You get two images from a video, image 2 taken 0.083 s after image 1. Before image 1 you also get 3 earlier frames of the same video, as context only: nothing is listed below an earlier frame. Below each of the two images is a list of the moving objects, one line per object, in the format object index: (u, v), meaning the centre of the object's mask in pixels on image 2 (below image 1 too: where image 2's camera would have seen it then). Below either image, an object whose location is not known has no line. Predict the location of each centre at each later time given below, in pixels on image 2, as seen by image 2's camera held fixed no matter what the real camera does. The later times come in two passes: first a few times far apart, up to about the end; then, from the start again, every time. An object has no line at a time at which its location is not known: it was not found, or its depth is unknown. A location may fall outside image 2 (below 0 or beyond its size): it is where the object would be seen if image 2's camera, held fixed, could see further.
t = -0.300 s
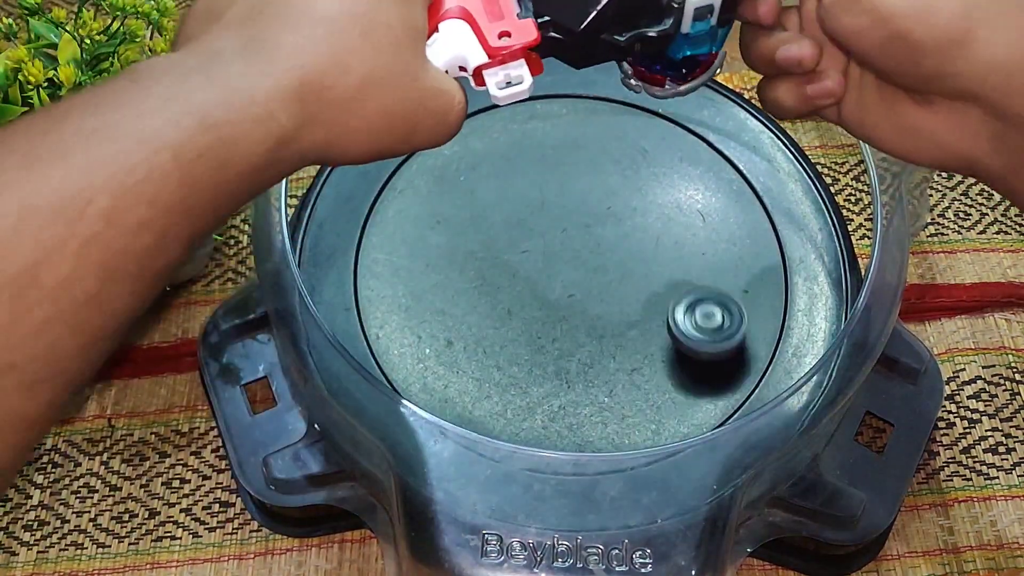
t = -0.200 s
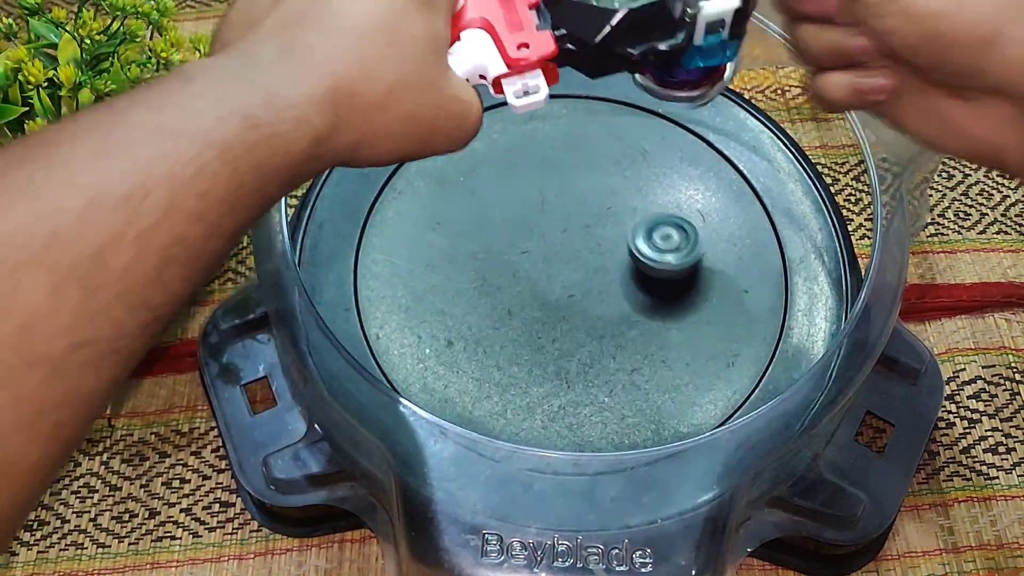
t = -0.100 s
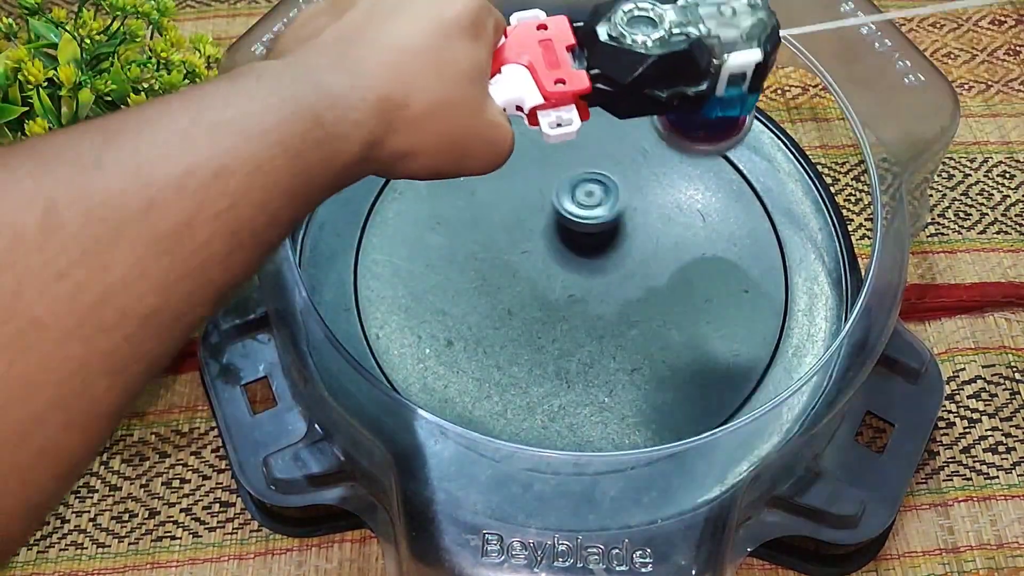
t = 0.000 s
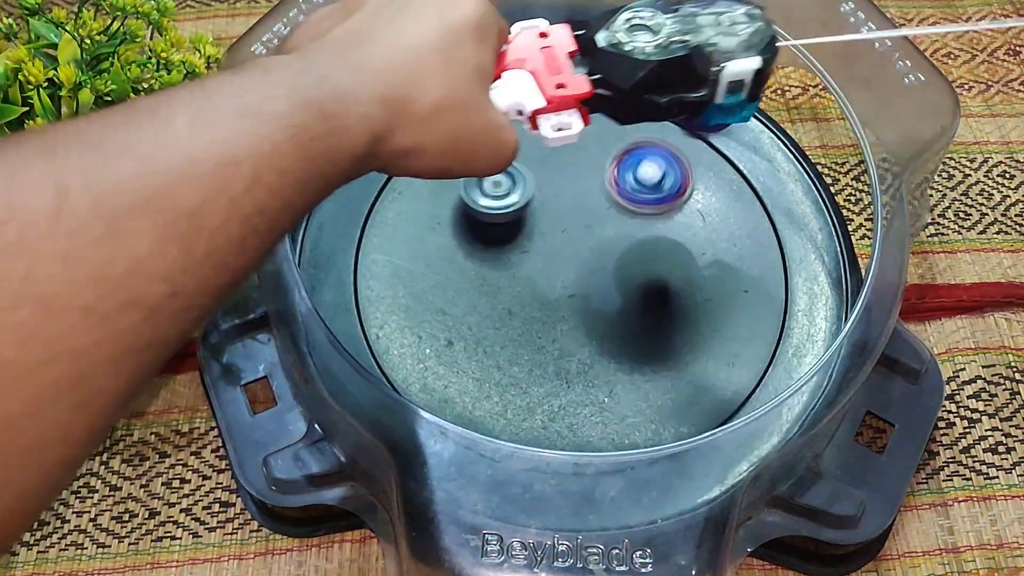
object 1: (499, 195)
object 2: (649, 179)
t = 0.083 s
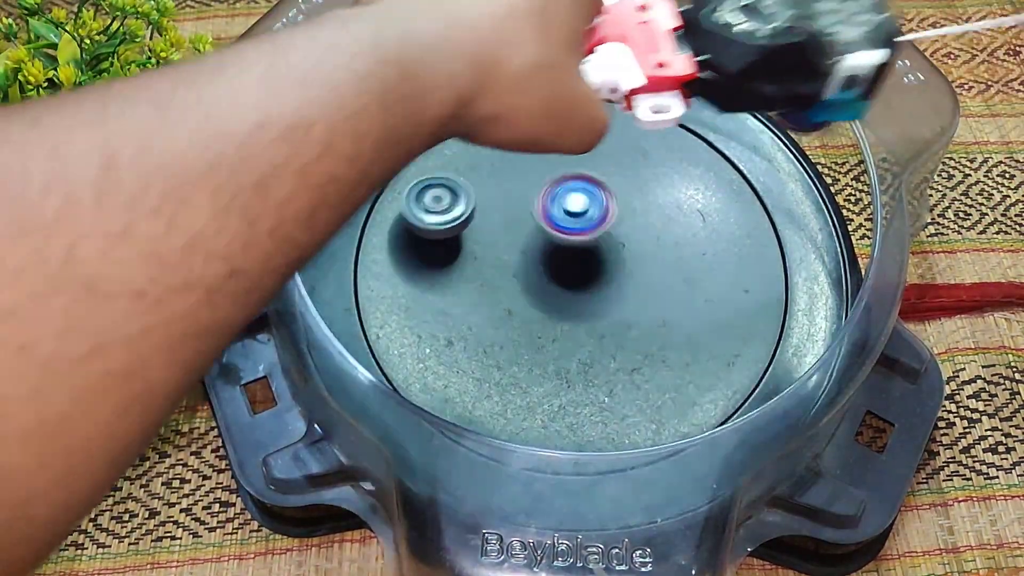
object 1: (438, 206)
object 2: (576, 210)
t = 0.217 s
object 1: (388, 279)
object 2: (447, 223)
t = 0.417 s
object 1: (487, 410)
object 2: (406, 338)
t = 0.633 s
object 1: (658, 338)
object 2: (557, 441)
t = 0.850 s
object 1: (612, 199)
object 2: (705, 354)
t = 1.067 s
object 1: (446, 180)
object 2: (655, 211)
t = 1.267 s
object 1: (409, 308)
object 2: (511, 177)
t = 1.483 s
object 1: (585, 365)
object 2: (409, 277)
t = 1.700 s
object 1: (655, 251)
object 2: (497, 396)
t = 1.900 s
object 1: (563, 148)
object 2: (641, 359)
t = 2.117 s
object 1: (452, 214)
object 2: (646, 222)
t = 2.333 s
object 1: (522, 341)
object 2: (516, 171)
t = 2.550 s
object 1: (653, 303)
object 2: (432, 261)
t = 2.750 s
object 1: (659, 212)
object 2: (511, 357)
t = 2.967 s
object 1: (534, 182)
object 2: (643, 313)
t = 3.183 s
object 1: (486, 290)
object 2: (628, 196)
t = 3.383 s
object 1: (599, 355)
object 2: (516, 176)
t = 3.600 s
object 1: (687, 269)
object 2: (468, 281)
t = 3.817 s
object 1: (604, 203)
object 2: (580, 348)
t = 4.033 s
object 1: (494, 262)
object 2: (674, 269)
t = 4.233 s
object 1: (525, 349)
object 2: (615, 187)
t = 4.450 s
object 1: (655, 348)
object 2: (508, 225)
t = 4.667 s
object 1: (649, 232)
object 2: (525, 333)
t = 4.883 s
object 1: (499, 227)
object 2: (648, 335)
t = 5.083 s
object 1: (466, 347)
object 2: (668, 246)
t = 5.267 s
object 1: (581, 402)
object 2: (577, 209)
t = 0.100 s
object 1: (428, 214)
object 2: (558, 206)
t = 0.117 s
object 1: (420, 223)
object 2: (539, 206)
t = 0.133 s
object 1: (412, 230)
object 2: (520, 207)
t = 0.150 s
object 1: (404, 238)
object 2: (502, 212)
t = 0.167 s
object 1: (399, 246)
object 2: (487, 212)
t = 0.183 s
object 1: (394, 258)
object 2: (473, 214)
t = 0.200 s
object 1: (390, 269)
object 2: (459, 219)
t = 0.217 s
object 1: (388, 279)
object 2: (447, 223)
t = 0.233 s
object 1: (389, 292)
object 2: (437, 228)
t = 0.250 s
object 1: (389, 305)
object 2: (428, 233)
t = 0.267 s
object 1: (391, 318)
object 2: (420, 240)
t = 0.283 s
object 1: (394, 332)
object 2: (413, 248)
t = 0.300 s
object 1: (398, 346)
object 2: (408, 257)
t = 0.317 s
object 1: (405, 357)
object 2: (404, 267)
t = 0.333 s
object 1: (414, 368)
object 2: (402, 278)
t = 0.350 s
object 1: (426, 378)
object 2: (400, 289)
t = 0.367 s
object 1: (440, 387)
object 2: (400, 301)
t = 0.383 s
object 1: (455, 397)
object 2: (401, 314)
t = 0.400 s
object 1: (470, 404)
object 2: (403, 326)
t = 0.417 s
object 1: (487, 410)
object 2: (406, 338)
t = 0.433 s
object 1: (504, 415)
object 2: (412, 350)
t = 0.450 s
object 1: (521, 417)
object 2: (419, 360)
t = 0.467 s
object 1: (539, 419)
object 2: (427, 369)
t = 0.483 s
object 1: (553, 419)
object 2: (437, 378)
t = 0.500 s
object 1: (570, 417)
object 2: (447, 387)
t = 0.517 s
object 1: (586, 412)
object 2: (459, 394)
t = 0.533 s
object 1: (600, 409)
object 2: (472, 402)
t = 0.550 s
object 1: (613, 398)
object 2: (485, 408)
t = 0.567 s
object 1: (625, 388)
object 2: (498, 413)
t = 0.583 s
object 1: (637, 377)
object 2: (510, 432)
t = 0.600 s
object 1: (645, 367)
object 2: (526, 437)
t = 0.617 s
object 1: (652, 352)
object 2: (541, 440)
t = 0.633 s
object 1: (658, 338)
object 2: (557, 441)
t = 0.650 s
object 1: (661, 327)
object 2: (573, 440)
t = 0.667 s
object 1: (663, 313)
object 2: (588, 427)
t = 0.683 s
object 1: (665, 298)
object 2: (602, 425)
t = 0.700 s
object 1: (665, 287)
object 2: (617, 423)
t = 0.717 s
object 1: (662, 275)
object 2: (631, 419)
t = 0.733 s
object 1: (659, 264)
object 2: (643, 415)
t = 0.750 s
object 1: (655, 253)
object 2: (655, 410)
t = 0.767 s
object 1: (650, 243)
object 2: (667, 404)
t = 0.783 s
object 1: (642, 231)
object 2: (677, 396)
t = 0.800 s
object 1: (636, 222)
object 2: (686, 387)
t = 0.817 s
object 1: (630, 215)
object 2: (694, 376)
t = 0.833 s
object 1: (620, 206)
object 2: (700, 365)
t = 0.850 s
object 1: (612, 199)
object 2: (705, 354)
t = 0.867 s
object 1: (602, 192)
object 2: (708, 341)
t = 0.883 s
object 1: (589, 186)
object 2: (709, 330)
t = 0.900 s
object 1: (578, 180)
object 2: (710, 317)
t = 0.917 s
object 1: (566, 176)
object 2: (709, 304)
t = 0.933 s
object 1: (553, 171)
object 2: (708, 293)
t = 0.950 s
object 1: (539, 168)
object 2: (705, 280)
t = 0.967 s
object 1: (526, 165)
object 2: (700, 269)
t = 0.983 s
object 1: (512, 165)
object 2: (695, 258)
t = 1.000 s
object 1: (497, 166)
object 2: (689, 246)
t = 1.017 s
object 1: (485, 166)
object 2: (682, 236)
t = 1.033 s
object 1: (473, 171)
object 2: (673, 227)
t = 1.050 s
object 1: (459, 175)
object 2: (664, 218)
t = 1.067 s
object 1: (446, 180)
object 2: (655, 211)
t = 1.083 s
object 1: (436, 187)
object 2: (645, 203)
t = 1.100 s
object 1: (425, 193)
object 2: (633, 197)
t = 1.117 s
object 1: (417, 202)
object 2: (622, 191)
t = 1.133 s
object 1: (411, 211)
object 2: (610, 185)
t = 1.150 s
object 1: (405, 224)
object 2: (597, 180)
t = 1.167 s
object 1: (400, 234)
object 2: (585, 177)
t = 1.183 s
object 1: (398, 247)
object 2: (573, 174)
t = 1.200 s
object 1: (395, 261)
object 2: (559, 172)
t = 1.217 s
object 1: (395, 272)
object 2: (547, 172)
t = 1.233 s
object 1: (398, 283)
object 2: (535, 173)
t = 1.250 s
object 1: (403, 298)
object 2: (522, 174)
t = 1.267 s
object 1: (409, 308)
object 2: (511, 177)
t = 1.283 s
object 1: (417, 319)
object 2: (500, 180)
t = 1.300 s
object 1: (426, 331)
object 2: (488, 185)
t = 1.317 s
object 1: (436, 339)
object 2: (477, 189)
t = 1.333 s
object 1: (448, 348)
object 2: (467, 195)
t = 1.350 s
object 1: (460, 355)
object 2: (457, 202)
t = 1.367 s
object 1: (475, 362)
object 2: (447, 209)
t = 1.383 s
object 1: (491, 367)
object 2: (439, 217)
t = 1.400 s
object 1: (507, 370)
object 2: (431, 226)
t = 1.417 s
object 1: (524, 373)
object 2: (424, 235)
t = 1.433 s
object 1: (540, 373)
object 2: (418, 245)
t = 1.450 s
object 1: (556, 371)
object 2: (414, 255)
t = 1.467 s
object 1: (571, 369)
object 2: (410, 266)
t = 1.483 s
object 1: (585, 365)
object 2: (409, 277)
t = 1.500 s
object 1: (597, 359)
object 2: (408, 288)
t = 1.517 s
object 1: (610, 354)
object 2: (409, 299)
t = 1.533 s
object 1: (620, 348)
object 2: (411, 310)
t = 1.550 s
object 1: (627, 340)
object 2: (414, 321)
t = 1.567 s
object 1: (636, 331)
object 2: (419, 332)
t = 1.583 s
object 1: (642, 322)
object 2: (425, 343)
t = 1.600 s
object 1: (646, 314)
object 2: (432, 353)
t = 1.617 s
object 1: (651, 301)
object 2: (441, 364)
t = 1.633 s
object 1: (654, 291)
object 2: (450, 373)
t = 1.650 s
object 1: (656, 282)
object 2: (461, 380)
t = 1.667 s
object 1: (656, 272)
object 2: (473, 386)
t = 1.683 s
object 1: (657, 262)
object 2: (485, 392)
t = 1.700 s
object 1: (655, 251)
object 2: (497, 396)
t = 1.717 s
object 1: (652, 240)
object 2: (510, 399)
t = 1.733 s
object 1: (647, 228)
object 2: (523, 402)
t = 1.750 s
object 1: (643, 218)
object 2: (537, 403)
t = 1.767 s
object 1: (638, 208)
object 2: (551, 403)
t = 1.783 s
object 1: (630, 198)
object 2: (564, 402)
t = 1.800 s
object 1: (622, 186)
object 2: (577, 399)
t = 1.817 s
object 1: (614, 178)
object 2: (590, 394)
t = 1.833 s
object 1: (605, 170)
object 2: (601, 389)
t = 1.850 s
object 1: (594, 162)
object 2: (613, 383)
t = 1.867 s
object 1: (584, 156)
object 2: (623, 375)
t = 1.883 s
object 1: (574, 152)
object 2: (633, 367)
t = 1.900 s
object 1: (563, 148)
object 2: (641, 359)
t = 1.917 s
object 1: (551, 145)
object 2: (649, 349)
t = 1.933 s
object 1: (541, 144)
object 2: (655, 339)
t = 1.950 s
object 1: (530, 146)
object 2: (660, 328)
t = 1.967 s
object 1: (518, 147)
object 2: (664, 317)
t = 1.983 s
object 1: (507, 150)
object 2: (667, 307)
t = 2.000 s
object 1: (496, 156)
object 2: (668, 296)
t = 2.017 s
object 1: (487, 162)
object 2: (669, 284)
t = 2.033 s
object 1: (478, 169)
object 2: (668, 273)
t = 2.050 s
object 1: (471, 176)
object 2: (665, 262)
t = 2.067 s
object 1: (464, 187)
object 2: (662, 251)
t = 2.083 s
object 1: (459, 195)
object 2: (658, 241)
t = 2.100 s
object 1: (455, 204)
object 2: (653, 231)
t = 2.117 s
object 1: (452, 214)
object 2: (646, 222)
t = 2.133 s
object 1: (450, 225)
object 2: (639, 213)
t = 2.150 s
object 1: (449, 234)
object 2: (631, 205)
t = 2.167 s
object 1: (450, 246)
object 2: (622, 198)
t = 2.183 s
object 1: (452, 258)
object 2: (613, 191)
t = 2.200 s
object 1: (454, 268)
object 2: (603, 185)
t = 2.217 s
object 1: (460, 280)
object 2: (593, 179)
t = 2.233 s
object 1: (466, 291)
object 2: (582, 174)
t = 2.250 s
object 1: (473, 302)
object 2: (571, 172)
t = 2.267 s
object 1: (482, 312)
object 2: (560, 169)
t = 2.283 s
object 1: (492, 320)
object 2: (549, 168)
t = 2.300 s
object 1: (502, 329)
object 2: (538, 168)
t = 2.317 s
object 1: (512, 336)
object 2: (527, 169)
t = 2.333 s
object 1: (522, 341)
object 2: (516, 171)
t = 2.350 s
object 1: (533, 345)
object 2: (506, 173)
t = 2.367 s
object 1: (544, 348)
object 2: (497, 178)
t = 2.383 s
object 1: (554, 350)
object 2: (488, 182)
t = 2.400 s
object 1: (564, 350)
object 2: (479, 187)
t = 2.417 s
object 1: (575, 348)
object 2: (470, 193)
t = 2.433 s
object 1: (585, 348)
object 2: (463, 199)
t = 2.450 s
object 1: (594, 344)
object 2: (456, 207)
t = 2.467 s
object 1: (605, 339)
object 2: (449, 215)
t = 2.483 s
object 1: (616, 333)
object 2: (443, 224)
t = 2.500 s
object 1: (626, 326)
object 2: (439, 232)
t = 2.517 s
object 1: (634, 320)
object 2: (436, 241)
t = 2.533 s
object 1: (643, 311)
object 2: (433, 250)
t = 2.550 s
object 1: (653, 303)
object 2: (432, 261)
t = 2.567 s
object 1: (660, 295)
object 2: (432, 271)
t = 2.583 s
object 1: (665, 288)
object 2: (434, 281)
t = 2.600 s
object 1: (669, 279)
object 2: (437, 291)
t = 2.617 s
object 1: (674, 271)
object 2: (441, 301)
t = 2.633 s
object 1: (676, 264)
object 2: (447, 311)
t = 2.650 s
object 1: (677, 256)
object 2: (453, 319)
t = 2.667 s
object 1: (678, 246)
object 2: (461, 328)
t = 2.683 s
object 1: (677, 241)
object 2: (470, 335)
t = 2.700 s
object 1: (675, 234)
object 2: (479, 342)
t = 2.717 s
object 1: (669, 226)
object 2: (490, 349)
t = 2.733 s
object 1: (665, 220)
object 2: (500, 353)
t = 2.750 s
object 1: (659, 212)
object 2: (511, 357)
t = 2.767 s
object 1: (651, 207)
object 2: (523, 360)
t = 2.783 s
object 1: (642, 200)
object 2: (535, 361)
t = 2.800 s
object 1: (634, 193)
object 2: (548, 362)
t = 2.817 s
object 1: (626, 189)
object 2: (559, 362)
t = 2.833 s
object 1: (617, 186)
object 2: (572, 360)
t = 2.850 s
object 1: (607, 183)
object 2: (583, 358)
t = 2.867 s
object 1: (597, 180)
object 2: (594, 354)
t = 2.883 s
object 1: (587, 177)
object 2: (604, 349)
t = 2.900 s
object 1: (576, 176)
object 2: (613, 344)
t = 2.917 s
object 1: (565, 175)
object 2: (622, 337)
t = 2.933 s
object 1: (554, 176)
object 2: (630, 329)
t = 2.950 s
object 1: (544, 179)
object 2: (637, 321)
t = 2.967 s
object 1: (534, 182)
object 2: (643, 313)
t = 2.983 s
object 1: (524, 187)
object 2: (648, 304)
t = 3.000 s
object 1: (515, 193)
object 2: (652, 295)
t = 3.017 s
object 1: (507, 200)
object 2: (655, 285)
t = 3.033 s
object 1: (500, 208)
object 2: (657, 275)
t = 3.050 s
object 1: (493, 216)
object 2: (658, 265)
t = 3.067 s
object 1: (488, 225)
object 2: (658, 255)
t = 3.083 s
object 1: (485, 236)
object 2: (657, 246)
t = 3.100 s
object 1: (481, 244)
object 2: (654, 236)
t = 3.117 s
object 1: (479, 255)
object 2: (650, 227)
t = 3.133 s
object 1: (479, 263)
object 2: (646, 219)
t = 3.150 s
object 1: (480, 272)
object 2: (641, 210)
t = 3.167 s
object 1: (482, 282)
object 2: (635, 202)
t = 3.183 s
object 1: (486, 290)
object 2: (628, 196)
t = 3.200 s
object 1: (492, 298)
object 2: (621, 189)
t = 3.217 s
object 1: (500, 307)
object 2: (612, 183)
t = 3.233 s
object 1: (507, 317)
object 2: (604, 178)
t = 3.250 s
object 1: (516, 325)
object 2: (594, 174)
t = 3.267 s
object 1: (525, 332)
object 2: (584, 171)
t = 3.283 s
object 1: (536, 341)
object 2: (575, 169)
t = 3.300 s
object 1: (546, 346)
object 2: (564, 168)
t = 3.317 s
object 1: (555, 350)
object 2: (554, 167)
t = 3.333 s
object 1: (566, 353)
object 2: (544, 168)
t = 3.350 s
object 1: (576, 354)
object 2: (534, 171)
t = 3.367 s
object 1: (587, 355)
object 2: (525, 173)
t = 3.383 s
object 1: (599, 355)
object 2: (516, 176)
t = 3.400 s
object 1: (611, 353)
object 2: (508, 181)
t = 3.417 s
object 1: (622, 351)
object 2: (500, 187)
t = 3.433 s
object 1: (632, 347)
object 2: (493, 193)
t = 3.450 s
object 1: (640, 344)
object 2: (486, 200)
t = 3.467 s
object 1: (649, 336)
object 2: (480, 208)
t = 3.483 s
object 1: (660, 328)
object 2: (474, 217)
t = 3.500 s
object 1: (668, 321)
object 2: (470, 225)
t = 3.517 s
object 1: (674, 313)
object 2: (466, 234)
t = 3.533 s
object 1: (679, 303)
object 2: (464, 244)
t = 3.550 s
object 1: (684, 293)
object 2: (463, 253)
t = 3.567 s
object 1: (687, 285)
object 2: (464, 262)
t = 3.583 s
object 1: (688, 277)
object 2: (465, 272)
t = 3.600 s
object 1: (687, 269)
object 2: (468, 281)
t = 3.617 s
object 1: (686, 260)
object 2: (472, 290)
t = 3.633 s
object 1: (685, 253)
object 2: (477, 299)
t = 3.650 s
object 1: (681, 246)
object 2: (483, 307)
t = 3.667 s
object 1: (677, 239)
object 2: (490, 315)
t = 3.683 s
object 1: (671, 231)
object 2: (498, 323)
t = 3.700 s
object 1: (665, 225)
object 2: (507, 329)
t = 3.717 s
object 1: (659, 220)
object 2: (517, 335)
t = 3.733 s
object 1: (651, 216)
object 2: (527, 340)
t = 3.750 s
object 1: (643, 212)
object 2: (538, 344)
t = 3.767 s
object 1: (633, 208)
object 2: (548, 346)
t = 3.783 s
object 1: (625, 205)
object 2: (559, 348)
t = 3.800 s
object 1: (615, 204)
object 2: (570, 348)
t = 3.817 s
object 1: (604, 203)
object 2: (580, 348)
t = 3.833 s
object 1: (593, 202)
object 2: (592, 346)
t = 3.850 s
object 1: (583, 203)
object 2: (602, 344)
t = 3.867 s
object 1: (573, 205)
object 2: (613, 341)
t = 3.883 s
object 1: (562, 209)
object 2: (623, 336)
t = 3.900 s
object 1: (551, 213)
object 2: (632, 331)
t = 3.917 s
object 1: (541, 218)
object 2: (641, 326)
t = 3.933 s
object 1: (533, 224)
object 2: (648, 319)
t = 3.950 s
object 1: (524, 229)
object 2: (655, 312)
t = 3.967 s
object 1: (516, 236)
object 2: (661, 304)
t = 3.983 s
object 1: (509, 242)
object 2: (666, 295)
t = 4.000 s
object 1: (504, 248)
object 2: (669, 287)
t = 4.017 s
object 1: (499, 256)
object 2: (672, 278)
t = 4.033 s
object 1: (494, 262)
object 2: (674, 269)
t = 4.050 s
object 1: (491, 269)
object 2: (674, 260)
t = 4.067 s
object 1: (489, 275)
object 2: (673, 252)
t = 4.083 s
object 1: (488, 282)
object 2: (671, 243)
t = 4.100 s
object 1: (487, 290)
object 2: (668, 236)
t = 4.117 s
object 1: (488, 296)
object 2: (663, 227)
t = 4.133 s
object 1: (490, 303)
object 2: (658, 219)
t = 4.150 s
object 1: (495, 310)
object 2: (652, 212)
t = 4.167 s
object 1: (499, 318)
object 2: (646, 205)
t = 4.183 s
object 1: (503, 327)
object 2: (639, 199)
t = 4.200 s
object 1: (509, 334)
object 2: (632, 194)
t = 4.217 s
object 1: (517, 342)
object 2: (624, 191)
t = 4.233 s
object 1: (525, 349)
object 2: (615, 187)
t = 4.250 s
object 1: (534, 355)
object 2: (606, 185)
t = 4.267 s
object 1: (543, 359)
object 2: (596, 184)
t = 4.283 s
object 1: (555, 362)
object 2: (586, 184)
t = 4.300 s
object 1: (566, 364)
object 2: (577, 184)
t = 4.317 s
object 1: (576, 367)
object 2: (567, 185)
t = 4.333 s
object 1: (587, 367)
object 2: (557, 187)
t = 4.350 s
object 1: (596, 367)
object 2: (548, 190)
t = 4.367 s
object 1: (607, 365)
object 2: (540, 194)
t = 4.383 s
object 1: (618, 363)
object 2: (532, 199)
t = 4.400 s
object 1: (628, 361)
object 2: (525, 205)
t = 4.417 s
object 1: (637, 359)
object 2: (518, 211)
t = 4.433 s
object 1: (645, 354)
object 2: (513, 219)
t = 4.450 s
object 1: (655, 348)
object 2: (508, 225)
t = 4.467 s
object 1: (664, 342)
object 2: (503, 233)
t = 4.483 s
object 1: (671, 334)
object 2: (500, 241)
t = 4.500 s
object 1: (676, 327)
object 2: (497, 250)
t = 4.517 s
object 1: (680, 318)
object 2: (495, 259)
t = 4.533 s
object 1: (684, 306)
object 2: (494, 268)
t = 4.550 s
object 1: (686, 296)
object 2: (494, 278)
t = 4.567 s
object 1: (685, 287)
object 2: (496, 286)
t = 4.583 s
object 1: (683, 276)
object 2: (498, 296)
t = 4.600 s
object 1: (678, 265)
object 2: (502, 305)
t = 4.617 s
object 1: (673, 254)
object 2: (506, 313)
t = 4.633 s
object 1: (667, 246)
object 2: (512, 320)
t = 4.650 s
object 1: (659, 239)
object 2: (519, 327)
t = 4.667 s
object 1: (649, 232)
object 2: (525, 333)
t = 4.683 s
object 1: (636, 225)
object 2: (534, 338)
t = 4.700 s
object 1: (624, 219)
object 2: (543, 343)
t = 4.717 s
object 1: (613, 214)
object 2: (552, 347)
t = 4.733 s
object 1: (600, 211)
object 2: (562, 351)
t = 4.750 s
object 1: (587, 209)
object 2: (572, 353)
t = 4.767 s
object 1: (573, 207)
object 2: (582, 354)
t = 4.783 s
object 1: (561, 206)
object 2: (592, 354)
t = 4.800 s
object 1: (550, 206)
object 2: (602, 353)
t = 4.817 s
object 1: (539, 208)
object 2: (612, 352)
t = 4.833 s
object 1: (528, 211)
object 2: (623, 349)
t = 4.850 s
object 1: (518, 215)
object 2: (632, 345)
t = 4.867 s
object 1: (508, 220)
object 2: (640, 341)
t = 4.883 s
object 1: (499, 227)
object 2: (648, 335)
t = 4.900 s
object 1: (489, 235)
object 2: (654, 330)
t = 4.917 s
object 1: (482, 243)
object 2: (660, 324)
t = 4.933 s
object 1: (475, 252)
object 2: (665, 317)
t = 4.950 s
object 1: (468, 261)
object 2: (670, 309)
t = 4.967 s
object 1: (463, 271)
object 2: (673, 302)
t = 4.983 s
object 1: (458, 281)
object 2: (676, 294)
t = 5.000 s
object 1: (456, 292)
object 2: (677, 285)
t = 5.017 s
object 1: (454, 303)
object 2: (677, 278)
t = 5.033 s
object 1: (454, 314)
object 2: (676, 269)
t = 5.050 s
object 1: (457, 326)
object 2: (674, 261)
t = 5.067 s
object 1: (460, 337)
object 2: (672, 253)
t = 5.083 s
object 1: (466, 347)
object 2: (668, 246)
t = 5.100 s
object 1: (472, 357)
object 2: (663, 240)
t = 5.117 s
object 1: (481, 366)
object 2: (656, 234)
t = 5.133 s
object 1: (490, 374)
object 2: (649, 228)
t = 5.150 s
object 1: (499, 382)
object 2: (641, 223)
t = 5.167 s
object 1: (509, 388)
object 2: (633, 219)
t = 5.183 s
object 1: (520, 393)
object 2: (624, 214)
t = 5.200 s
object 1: (533, 398)
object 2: (615, 211)
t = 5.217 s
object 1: (545, 400)
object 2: (606, 209)
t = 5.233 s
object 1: (557, 403)
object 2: (596, 208)
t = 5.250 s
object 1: (570, 403)
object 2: (586, 208)
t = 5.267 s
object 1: (581, 402)
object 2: (577, 209)
